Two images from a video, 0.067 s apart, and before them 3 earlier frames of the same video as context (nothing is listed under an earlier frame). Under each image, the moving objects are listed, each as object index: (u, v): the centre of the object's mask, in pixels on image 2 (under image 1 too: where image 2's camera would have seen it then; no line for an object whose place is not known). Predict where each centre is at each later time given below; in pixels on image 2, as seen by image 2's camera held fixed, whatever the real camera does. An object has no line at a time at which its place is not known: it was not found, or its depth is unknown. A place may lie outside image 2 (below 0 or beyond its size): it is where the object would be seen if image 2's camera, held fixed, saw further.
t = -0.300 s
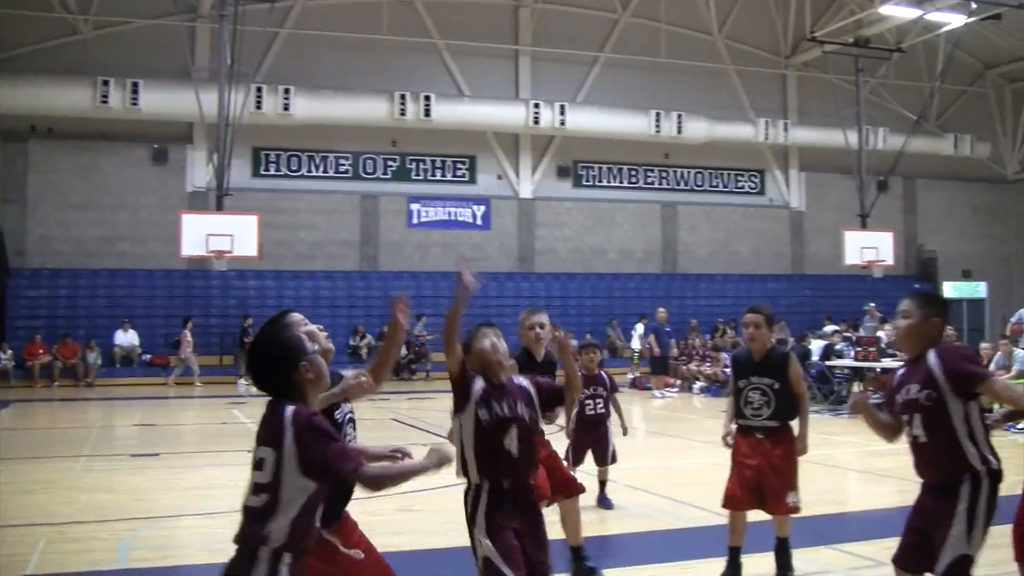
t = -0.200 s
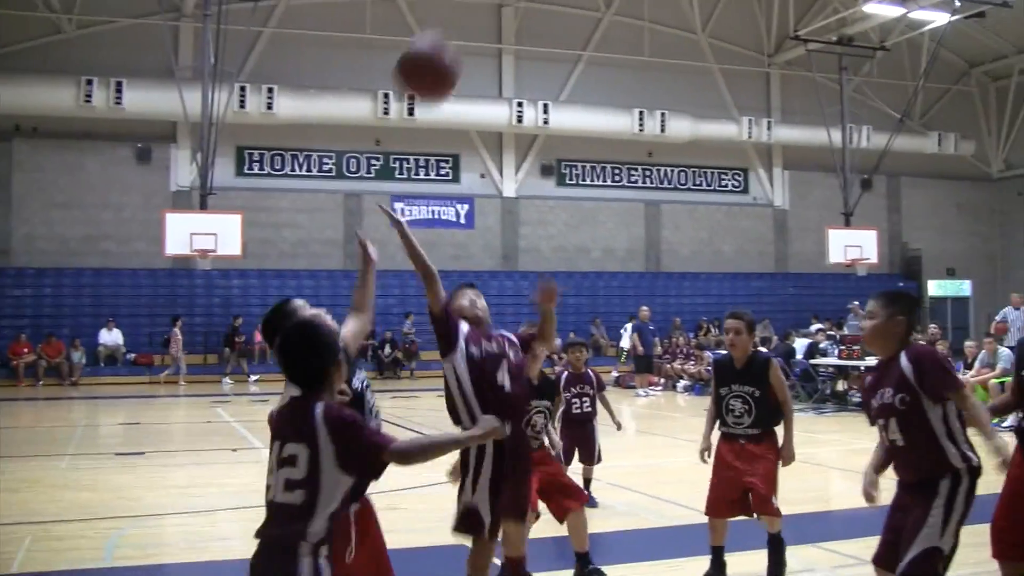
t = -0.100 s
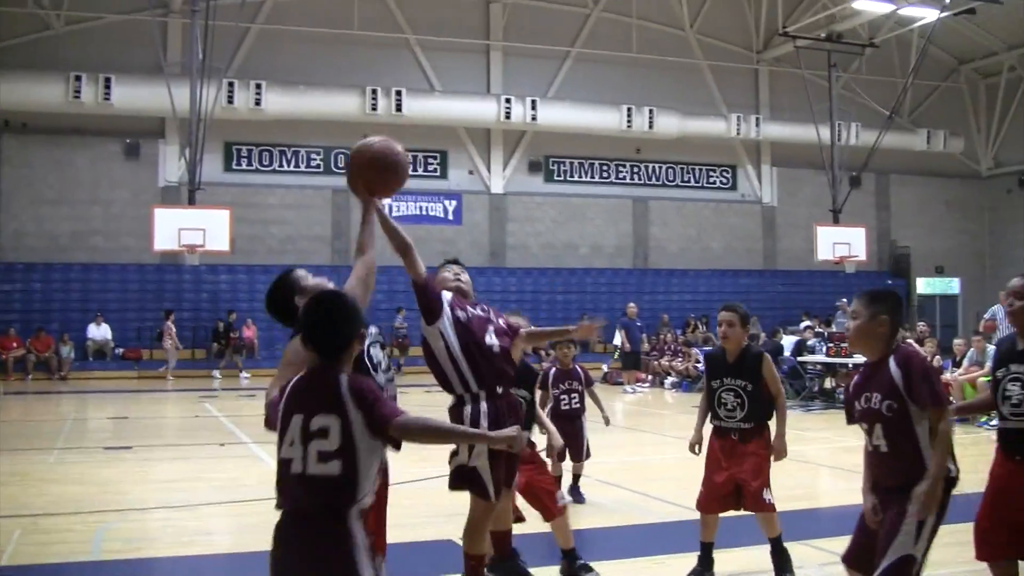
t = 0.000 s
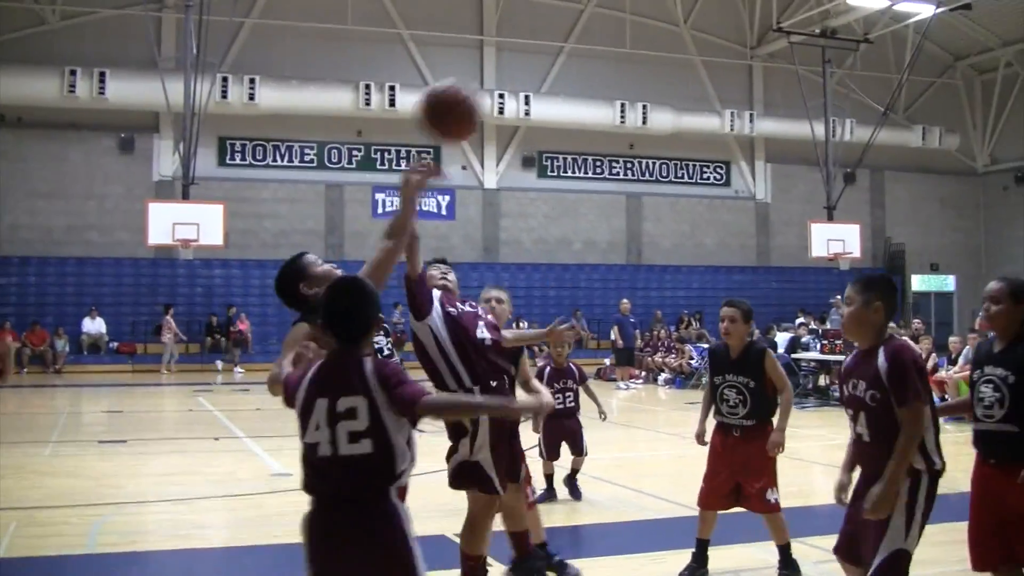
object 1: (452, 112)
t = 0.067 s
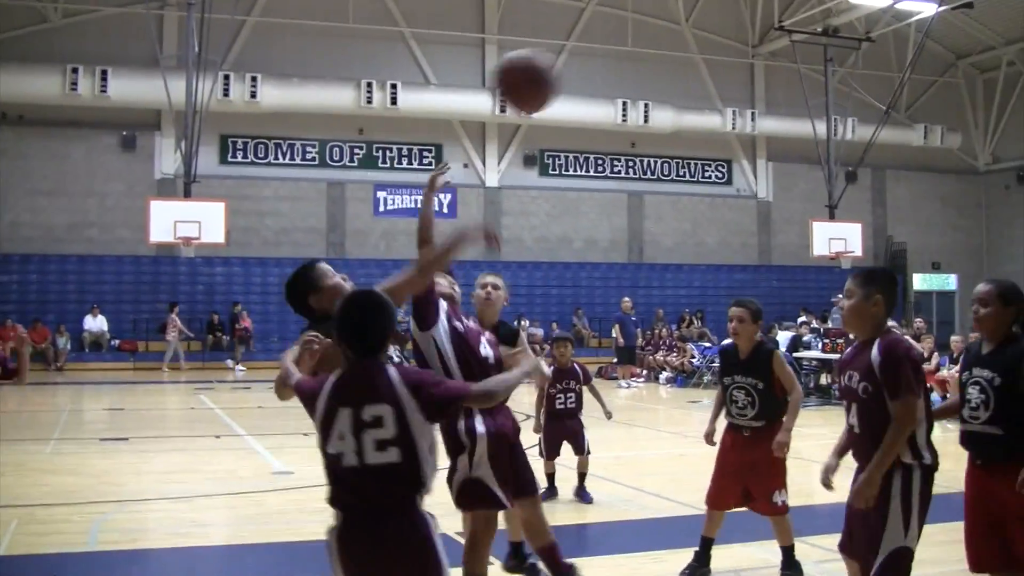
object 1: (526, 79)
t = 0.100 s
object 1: (561, 73)
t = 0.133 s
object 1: (599, 65)
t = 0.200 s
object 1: (672, 62)
